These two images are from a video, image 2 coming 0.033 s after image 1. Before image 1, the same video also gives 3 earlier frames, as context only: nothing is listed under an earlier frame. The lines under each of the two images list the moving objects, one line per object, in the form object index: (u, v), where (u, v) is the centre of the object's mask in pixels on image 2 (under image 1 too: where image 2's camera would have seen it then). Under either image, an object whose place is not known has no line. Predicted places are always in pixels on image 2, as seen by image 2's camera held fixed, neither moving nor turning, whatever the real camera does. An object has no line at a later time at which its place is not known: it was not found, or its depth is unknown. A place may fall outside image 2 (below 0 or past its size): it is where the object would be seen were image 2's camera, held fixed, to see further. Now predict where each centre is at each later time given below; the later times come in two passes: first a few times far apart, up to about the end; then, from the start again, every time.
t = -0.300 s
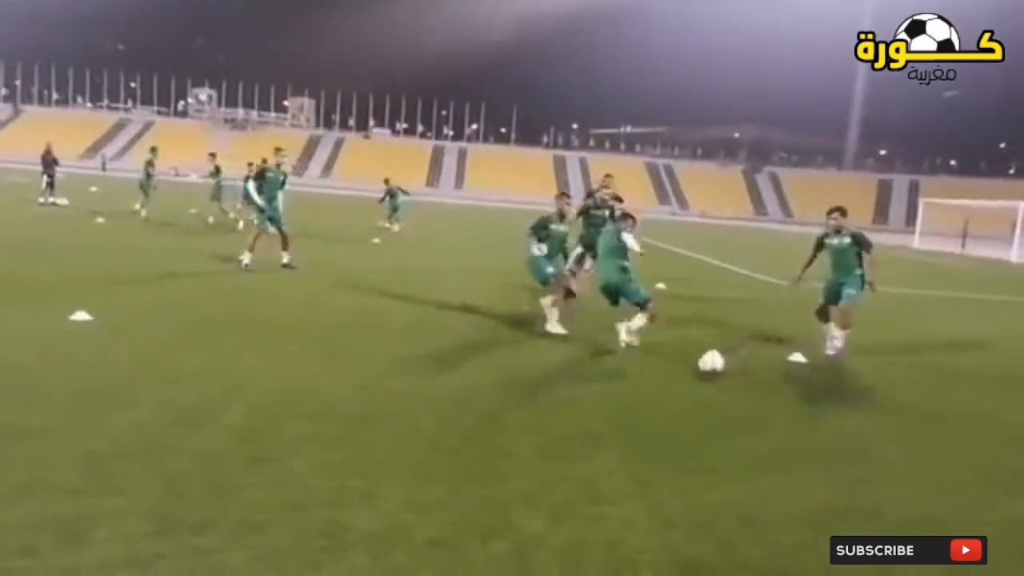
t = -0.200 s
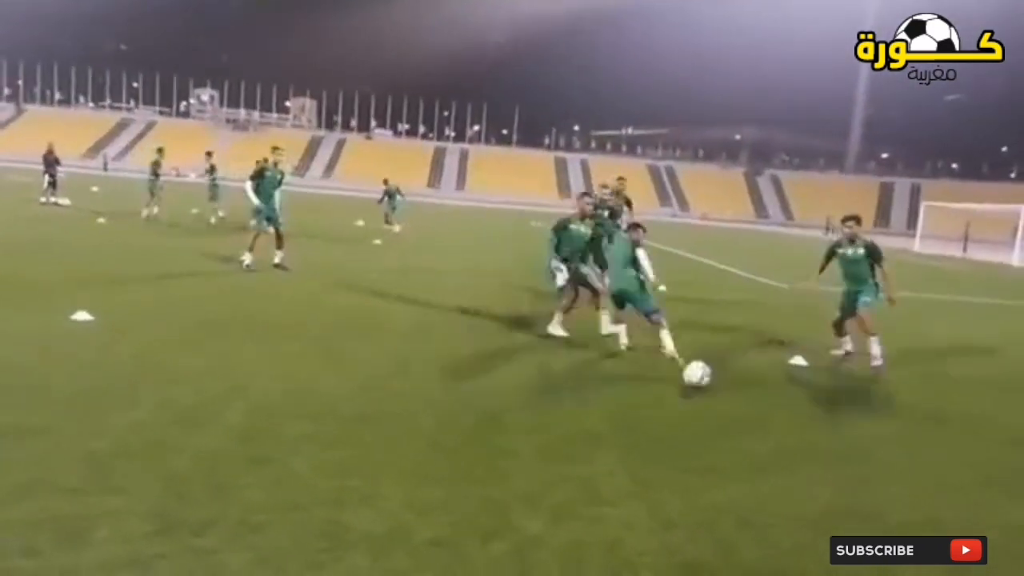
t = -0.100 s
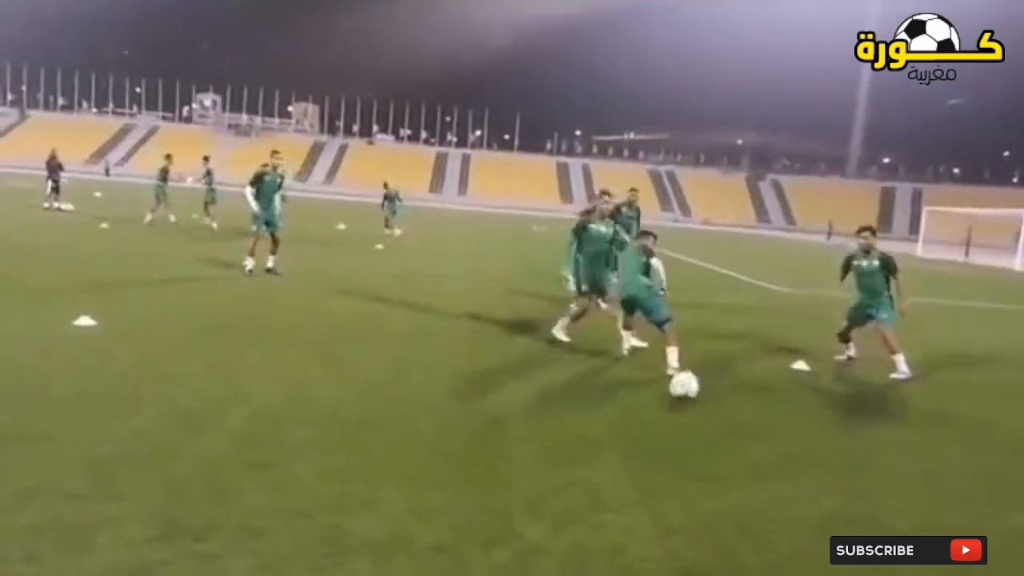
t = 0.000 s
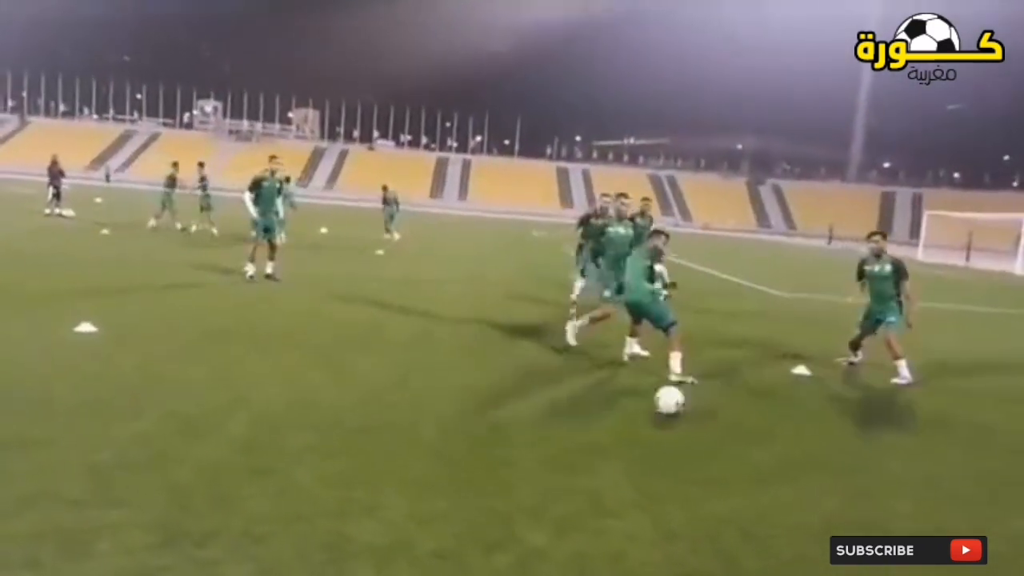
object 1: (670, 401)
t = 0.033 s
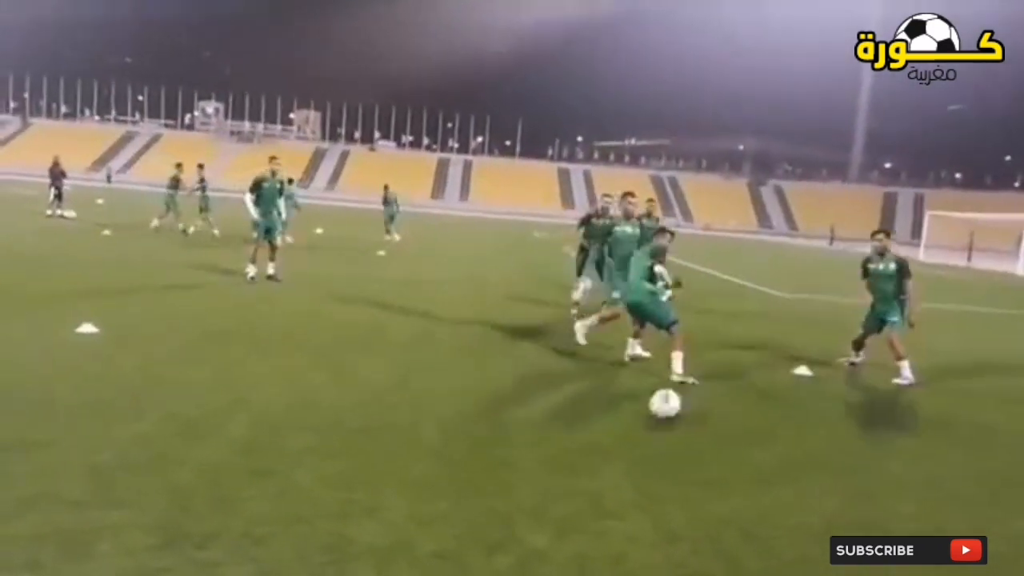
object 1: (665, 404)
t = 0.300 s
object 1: (613, 436)
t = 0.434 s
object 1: (583, 453)
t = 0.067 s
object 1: (660, 408)
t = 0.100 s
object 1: (654, 412)
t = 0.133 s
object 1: (648, 415)
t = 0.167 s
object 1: (642, 419)
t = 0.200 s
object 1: (634, 423)
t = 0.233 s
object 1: (629, 427)
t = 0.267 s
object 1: (624, 432)
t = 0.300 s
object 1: (613, 436)
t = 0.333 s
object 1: (604, 439)
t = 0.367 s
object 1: (599, 444)
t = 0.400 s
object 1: (590, 448)
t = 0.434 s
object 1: (583, 453)
